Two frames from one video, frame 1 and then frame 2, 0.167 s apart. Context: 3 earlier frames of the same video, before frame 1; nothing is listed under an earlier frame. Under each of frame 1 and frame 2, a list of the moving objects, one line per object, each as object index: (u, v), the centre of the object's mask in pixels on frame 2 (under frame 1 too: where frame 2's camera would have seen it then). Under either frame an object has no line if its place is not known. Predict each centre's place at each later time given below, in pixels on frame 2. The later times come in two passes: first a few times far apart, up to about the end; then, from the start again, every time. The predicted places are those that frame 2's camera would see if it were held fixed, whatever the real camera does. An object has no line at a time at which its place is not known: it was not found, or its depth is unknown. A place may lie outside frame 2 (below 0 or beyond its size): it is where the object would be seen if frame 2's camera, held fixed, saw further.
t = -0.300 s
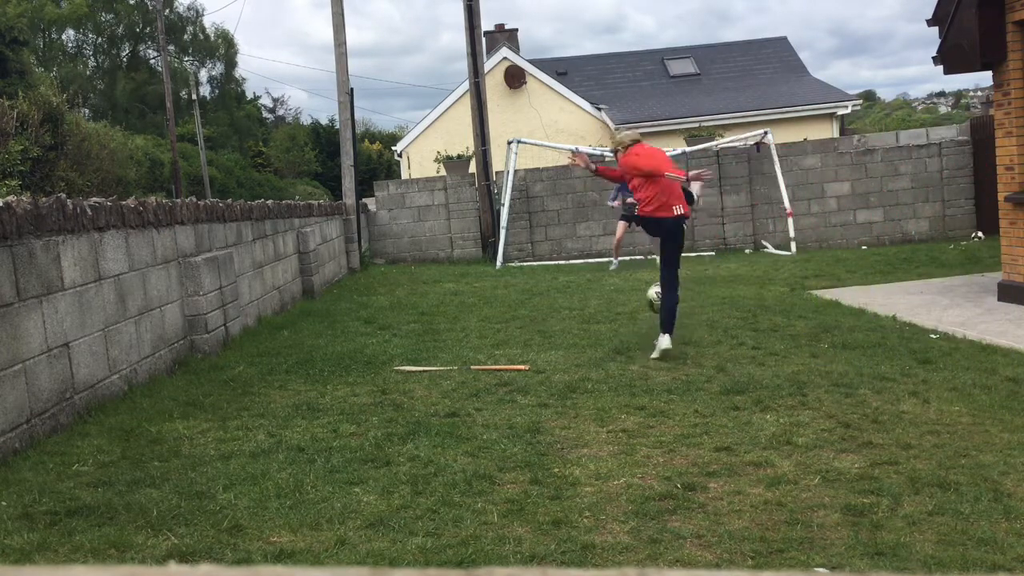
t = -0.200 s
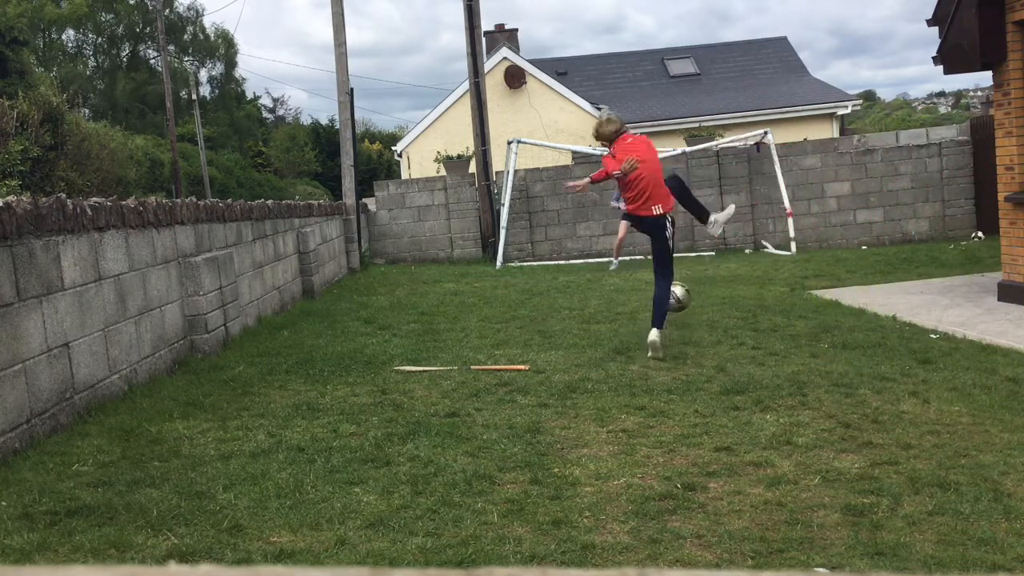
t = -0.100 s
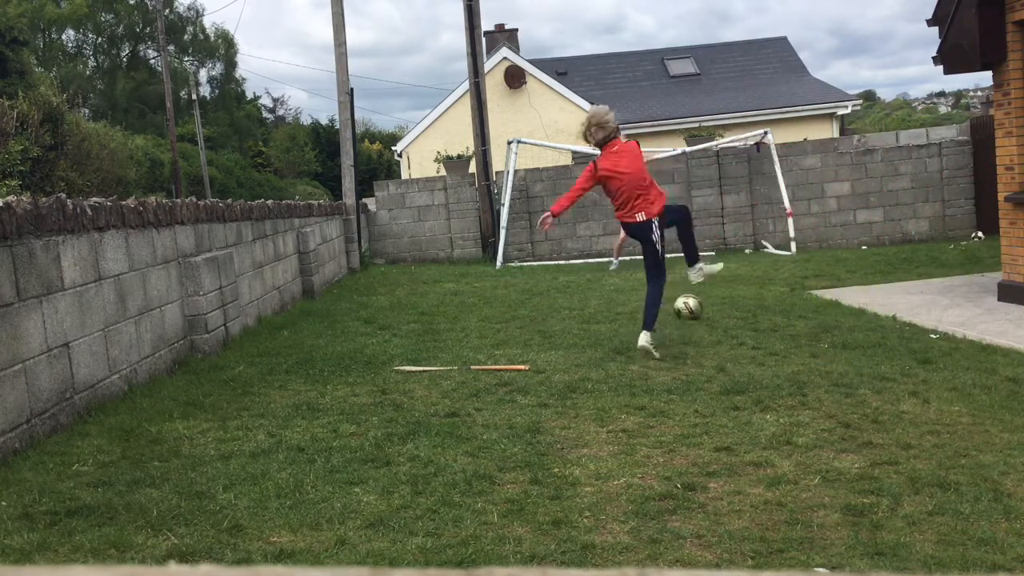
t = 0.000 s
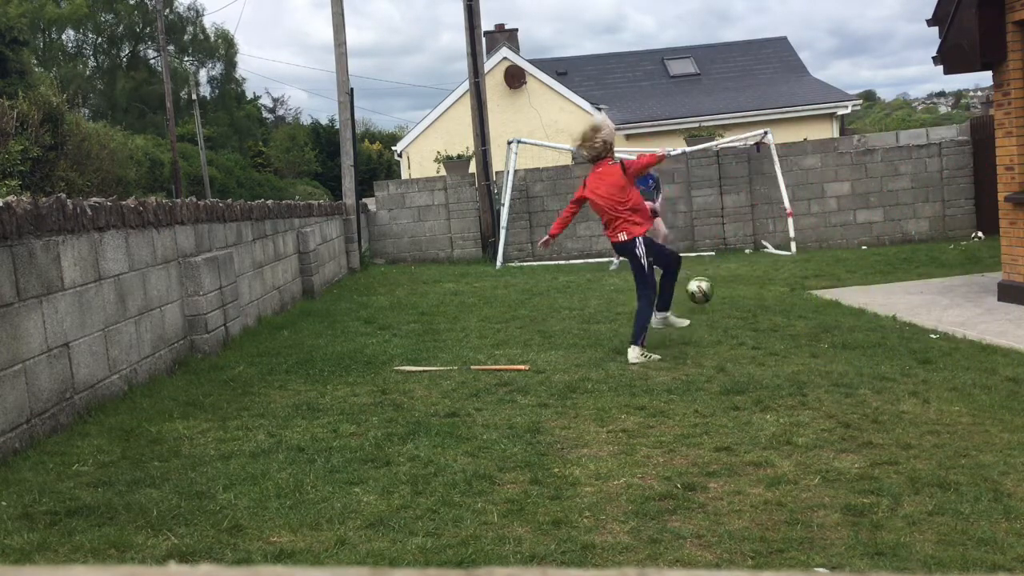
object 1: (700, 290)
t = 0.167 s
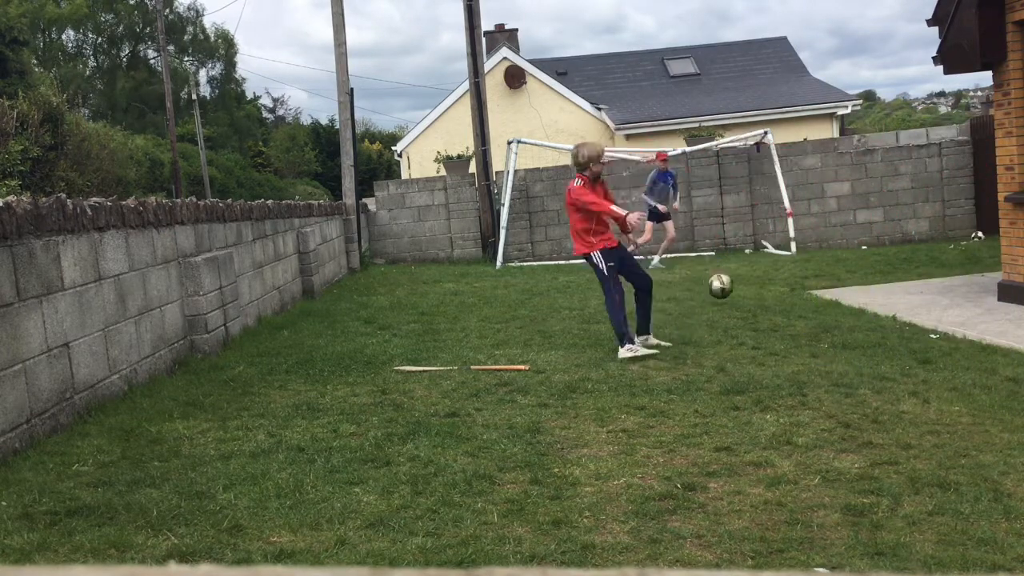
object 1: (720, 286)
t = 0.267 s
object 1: (732, 292)
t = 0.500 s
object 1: (759, 286)
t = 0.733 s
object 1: (783, 273)
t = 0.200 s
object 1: (723, 289)
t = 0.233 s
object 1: (728, 292)
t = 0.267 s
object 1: (732, 292)
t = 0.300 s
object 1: (735, 289)
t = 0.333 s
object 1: (739, 286)
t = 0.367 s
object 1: (743, 285)
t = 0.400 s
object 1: (747, 285)
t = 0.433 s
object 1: (751, 285)
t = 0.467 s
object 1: (754, 286)
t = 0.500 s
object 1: (759, 286)
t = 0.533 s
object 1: (762, 282)
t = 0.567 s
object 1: (765, 277)
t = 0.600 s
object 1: (769, 275)
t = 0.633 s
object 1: (773, 273)
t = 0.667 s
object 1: (776, 273)
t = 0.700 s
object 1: (779, 273)
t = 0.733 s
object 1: (783, 273)
